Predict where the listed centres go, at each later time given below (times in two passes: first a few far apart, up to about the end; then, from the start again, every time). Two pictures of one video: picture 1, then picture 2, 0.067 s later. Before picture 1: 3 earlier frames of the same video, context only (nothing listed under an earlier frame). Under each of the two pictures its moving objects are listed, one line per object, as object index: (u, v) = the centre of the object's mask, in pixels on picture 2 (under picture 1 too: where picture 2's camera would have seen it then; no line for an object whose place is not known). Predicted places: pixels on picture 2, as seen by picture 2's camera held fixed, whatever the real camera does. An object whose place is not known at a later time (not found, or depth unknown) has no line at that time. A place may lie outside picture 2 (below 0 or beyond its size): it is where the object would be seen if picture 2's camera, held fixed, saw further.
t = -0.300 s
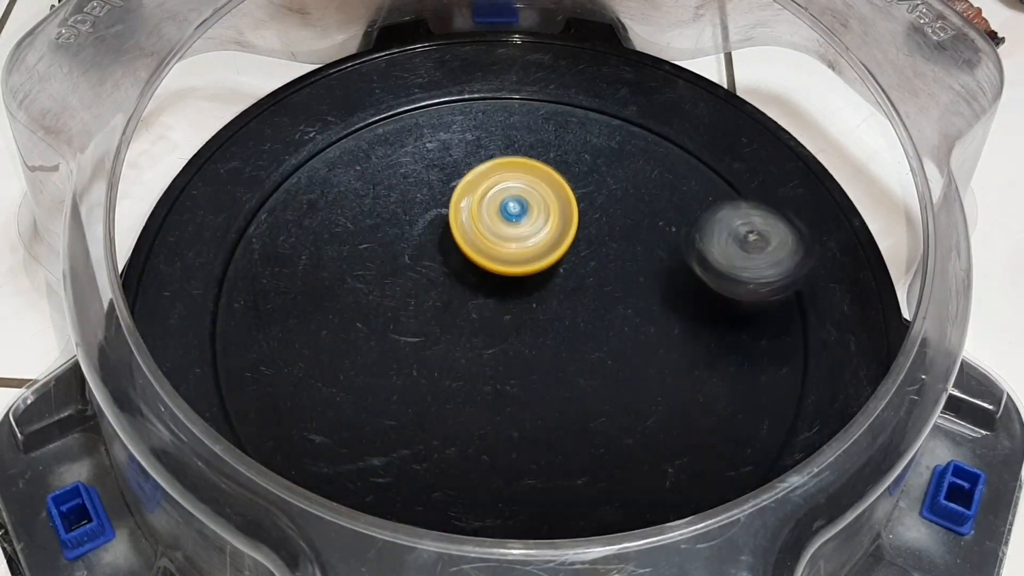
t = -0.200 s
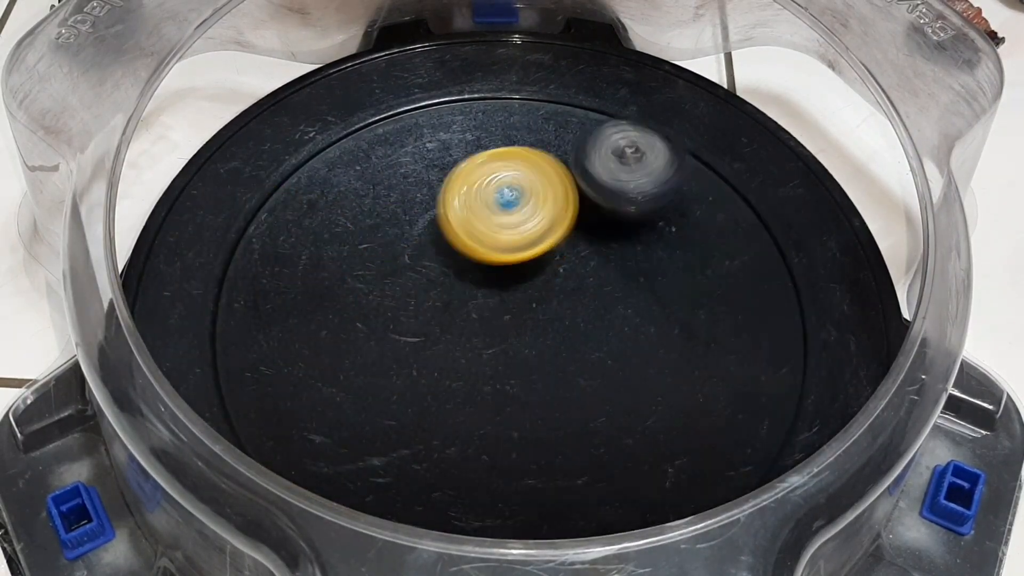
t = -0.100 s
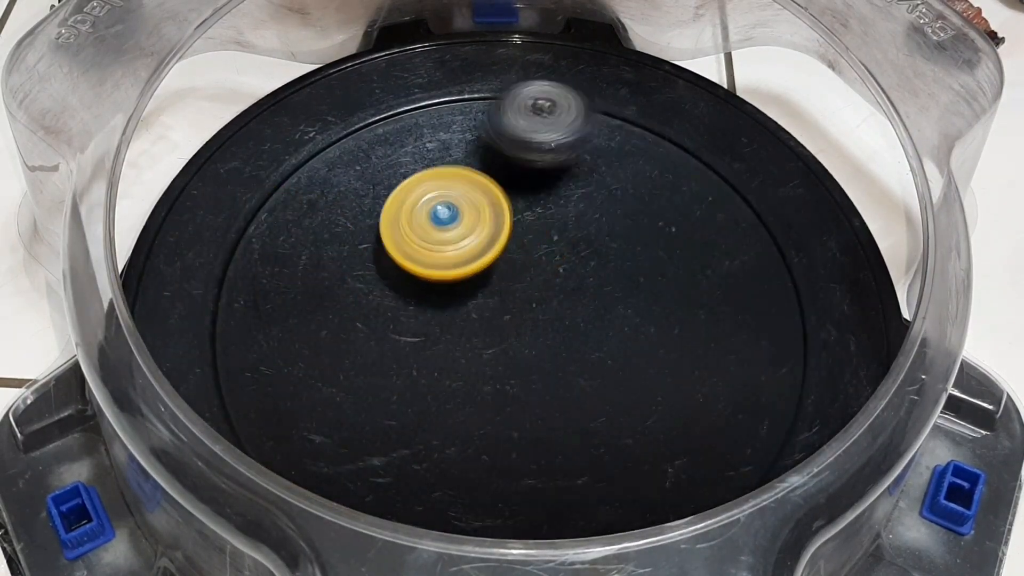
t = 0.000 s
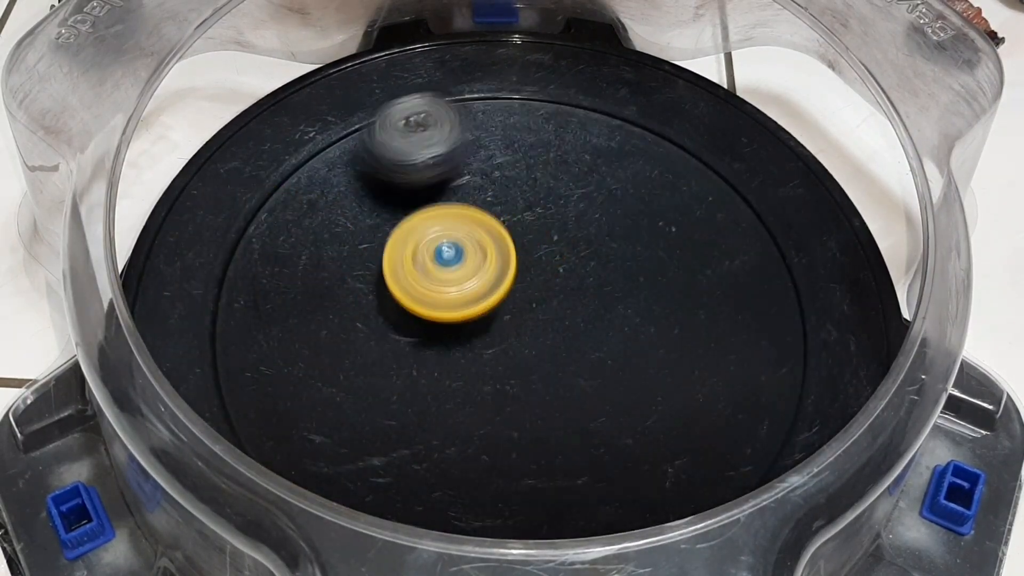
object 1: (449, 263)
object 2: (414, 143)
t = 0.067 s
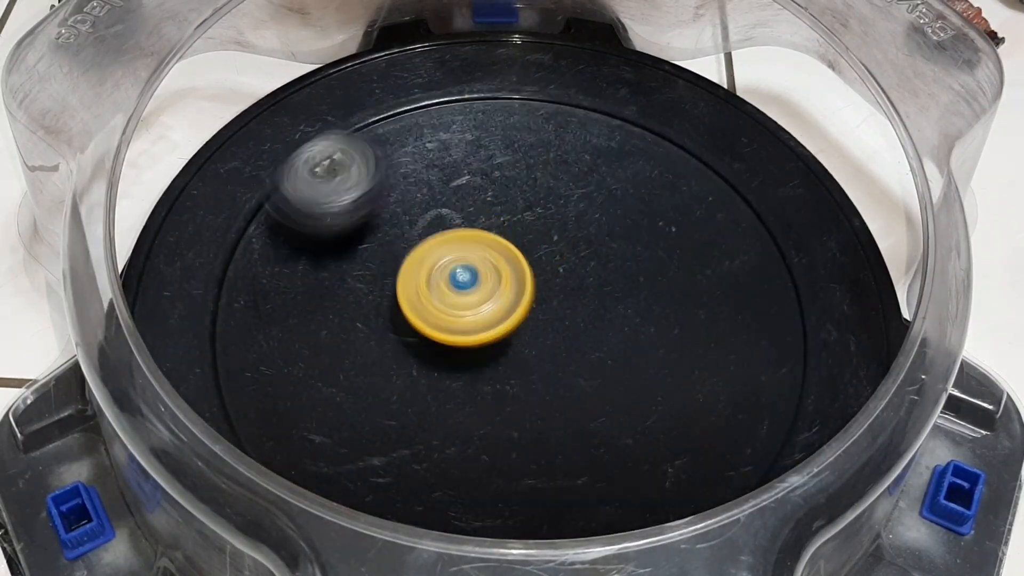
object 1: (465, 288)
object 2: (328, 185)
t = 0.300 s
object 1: (532, 310)
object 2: (335, 465)
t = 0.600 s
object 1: (565, 308)
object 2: (772, 379)
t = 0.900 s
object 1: (544, 325)
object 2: (500, 114)
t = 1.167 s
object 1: (532, 319)
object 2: (214, 297)
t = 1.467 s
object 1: (516, 332)
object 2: (606, 487)
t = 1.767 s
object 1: (488, 326)
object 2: (692, 171)
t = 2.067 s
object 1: (493, 312)
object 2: (326, 132)
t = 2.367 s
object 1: (504, 309)
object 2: (388, 467)
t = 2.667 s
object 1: (512, 295)
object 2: (777, 352)
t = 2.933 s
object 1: (513, 305)
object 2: (631, 109)
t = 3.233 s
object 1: (519, 313)
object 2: (301, 242)
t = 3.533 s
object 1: (519, 315)
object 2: (494, 506)
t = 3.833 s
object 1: (517, 311)
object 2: (768, 333)
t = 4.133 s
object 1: (512, 304)
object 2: (519, 149)
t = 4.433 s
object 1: (512, 303)
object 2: (255, 312)
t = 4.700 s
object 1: (515, 306)
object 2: (489, 493)
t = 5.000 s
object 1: (523, 311)
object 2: (703, 278)
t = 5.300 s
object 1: (529, 313)
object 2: (474, 124)
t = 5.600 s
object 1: (523, 312)
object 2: (307, 328)
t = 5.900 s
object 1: (514, 313)
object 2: (628, 441)
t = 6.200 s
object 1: (509, 311)
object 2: (707, 213)
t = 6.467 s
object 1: (514, 309)
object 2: (458, 163)
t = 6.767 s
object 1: (515, 304)
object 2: (345, 397)
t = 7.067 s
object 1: (515, 308)
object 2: (655, 463)
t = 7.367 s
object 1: (522, 313)
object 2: (645, 221)
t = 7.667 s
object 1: (526, 313)
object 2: (372, 191)
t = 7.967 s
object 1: (522, 311)
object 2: (333, 416)
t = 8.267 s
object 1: (516, 307)
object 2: (649, 395)
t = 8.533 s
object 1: (513, 305)
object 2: (644, 191)
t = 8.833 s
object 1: (513, 306)
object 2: (396, 170)
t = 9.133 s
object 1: (518, 309)
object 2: (396, 407)
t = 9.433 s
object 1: (524, 312)
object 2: (691, 408)
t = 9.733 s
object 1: (523, 312)
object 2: (640, 202)
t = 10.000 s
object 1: (520, 311)
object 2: (403, 212)
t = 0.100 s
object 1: (476, 297)
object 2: (289, 218)
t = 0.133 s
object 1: (487, 304)
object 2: (258, 258)
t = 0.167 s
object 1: (497, 308)
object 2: (235, 301)
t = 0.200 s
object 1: (507, 311)
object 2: (225, 350)
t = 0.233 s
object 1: (516, 312)
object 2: (240, 395)
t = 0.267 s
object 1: (525, 311)
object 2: (287, 432)
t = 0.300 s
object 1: (532, 310)
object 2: (335, 465)
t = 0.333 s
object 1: (540, 308)
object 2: (390, 492)
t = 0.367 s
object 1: (546, 305)
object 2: (452, 510)
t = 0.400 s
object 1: (551, 302)
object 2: (515, 515)
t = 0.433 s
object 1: (555, 300)
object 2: (571, 512)
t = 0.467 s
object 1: (558, 299)
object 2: (630, 500)
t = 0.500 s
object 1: (561, 299)
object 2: (685, 482)
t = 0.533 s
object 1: (563, 301)
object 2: (725, 454)
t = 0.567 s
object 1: (564, 304)
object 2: (757, 420)
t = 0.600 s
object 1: (565, 308)
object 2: (772, 379)
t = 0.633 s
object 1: (564, 312)
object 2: (773, 334)
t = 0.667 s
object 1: (563, 316)
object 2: (763, 289)
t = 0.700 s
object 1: (562, 320)
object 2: (740, 247)
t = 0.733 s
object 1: (560, 323)
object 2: (713, 213)
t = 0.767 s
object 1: (557, 325)
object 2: (679, 183)
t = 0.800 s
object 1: (554, 326)
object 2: (635, 155)
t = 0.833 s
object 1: (551, 327)
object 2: (593, 136)
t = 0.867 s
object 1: (547, 327)
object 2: (548, 121)
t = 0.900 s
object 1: (544, 325)
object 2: (500, 114)
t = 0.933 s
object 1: (541, 324)
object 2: (454, 112)
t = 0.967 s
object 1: (539, 322)
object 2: (405, 115)
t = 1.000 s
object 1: (537, 321)
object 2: (356, 124)
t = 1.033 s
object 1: (535, 320)
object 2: (310, 139)
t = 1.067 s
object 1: (534, 320)
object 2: (271, 166)
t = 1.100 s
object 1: (533, 319)
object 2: (249, 206)
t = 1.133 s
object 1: (533, 319)
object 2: (231, 251)
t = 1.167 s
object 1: (532, 319)
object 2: (214, 297)
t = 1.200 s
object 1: (531, 320)
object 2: (222, 349)
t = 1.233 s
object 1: (529, 322)
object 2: (248, 390)
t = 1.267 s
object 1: (528, 323)
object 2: (285, 430)
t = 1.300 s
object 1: (527, 325)
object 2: (327, 462)
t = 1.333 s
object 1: (525, 326)
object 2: (381, 484)
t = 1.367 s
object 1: (524, 328)
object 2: (435, 510)
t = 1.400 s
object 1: (521, 329)
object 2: (497, 503)
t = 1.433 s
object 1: (519, 330)
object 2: (553, 498)
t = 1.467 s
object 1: (516, 332)
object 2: (606, 487)
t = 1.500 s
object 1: (513, 333)
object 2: (653, 467)
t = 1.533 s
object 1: (510, 334)
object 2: (691, 438)
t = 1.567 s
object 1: (506, 334)
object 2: (719, 401)
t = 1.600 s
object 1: (503, 333)
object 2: (737, 362)
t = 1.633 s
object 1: (500, 333)
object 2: (745, 321)
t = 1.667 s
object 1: (496, 331)
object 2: (741, 279)
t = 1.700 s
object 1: (493, 329)
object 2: (731, 239)
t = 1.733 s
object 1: (491, 328)
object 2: (713, 201)
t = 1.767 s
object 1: (488, 326)
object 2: (692, 171)
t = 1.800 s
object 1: (486, 323)
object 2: (660, 141)
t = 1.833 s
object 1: (485, 321)
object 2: (625, 118)
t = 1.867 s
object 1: (485, 318)
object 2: (589, 97)
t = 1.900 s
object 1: (486, 316)
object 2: (547, 84)
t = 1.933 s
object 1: (487, 315)
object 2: (503, 75)
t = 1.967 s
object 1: (488, 313)
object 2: (458, 83)
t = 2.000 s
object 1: (490, 312)
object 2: (411, 95)
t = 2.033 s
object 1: (492, 313)
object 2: (368, 110)
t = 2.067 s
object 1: (493, 312)
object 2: (326, 132)
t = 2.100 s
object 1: (495, 312)
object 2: (295, 162)
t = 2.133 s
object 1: (497, 313)
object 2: (268, 197)
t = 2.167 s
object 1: (497, 313)
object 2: (252, 237)
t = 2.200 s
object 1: (498, 313)
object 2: (245, 280)
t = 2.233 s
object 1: (500, 313)
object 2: (249, 327)
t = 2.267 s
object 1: (500, 312)
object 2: (268, 374)
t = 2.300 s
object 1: (502, 311)
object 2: (298, 413)
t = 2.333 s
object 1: (503, 310)
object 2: (340, 443)
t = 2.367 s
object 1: (504, 309)
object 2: (388, 467)
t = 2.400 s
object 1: (504, 308)
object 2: (442, 483)
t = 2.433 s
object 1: (506, 305)
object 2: (496, 490)
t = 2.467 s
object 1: (507, 304)
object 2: (550, 491)
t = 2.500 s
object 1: (507, 302)
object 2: (602, 484)
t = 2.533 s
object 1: (508, 300)
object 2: (651, 470)
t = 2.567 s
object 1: (510, 298)
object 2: (695, 450)
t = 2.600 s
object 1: (511, 297)
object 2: (732, 423)
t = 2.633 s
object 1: (511, 295)
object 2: (760, 389)
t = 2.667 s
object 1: (512, 295)
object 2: (777, 352)
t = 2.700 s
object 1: (513, 295)
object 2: (789, 313)
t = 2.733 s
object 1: (513, 296)
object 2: (789, 274)
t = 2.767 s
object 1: (513, 297)
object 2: (781, 237)
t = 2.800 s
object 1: (513, 298)
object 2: (762, 203)
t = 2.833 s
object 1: (513, 301)
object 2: (737, 172)
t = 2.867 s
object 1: (513, 302)
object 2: (706, 146)
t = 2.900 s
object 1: (512, 304)
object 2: (670, 125)
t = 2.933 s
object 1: (513, 305)
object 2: (631, 109)
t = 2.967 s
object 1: (514, 307)
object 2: (591, 101)
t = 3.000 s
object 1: (514, 309)
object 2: (545, 97)
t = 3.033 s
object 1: (515, 309)
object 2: (502, 103)
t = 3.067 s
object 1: (516, 310)
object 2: (460, 115)
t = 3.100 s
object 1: (518, 311)
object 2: (420, 130)
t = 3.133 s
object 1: (519, 312)
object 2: (382, 151)
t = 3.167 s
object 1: (519, 312)
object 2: (350, 178)
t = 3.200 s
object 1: (519, 313)
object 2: (323, 206)
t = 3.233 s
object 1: (519, 313)
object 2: (301, 242)
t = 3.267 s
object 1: (519, 314)
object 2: (286, 280)
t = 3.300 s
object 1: (519, 314)
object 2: (280, 322)
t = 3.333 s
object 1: (519, 314)
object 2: (284, 364)
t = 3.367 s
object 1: (519, 314)
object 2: (296, 404)
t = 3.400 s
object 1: (520, 315)
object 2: (322, 435)
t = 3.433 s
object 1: (520, 316)
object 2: (357, 461)
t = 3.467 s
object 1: (520, 316)
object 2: (399, 483)
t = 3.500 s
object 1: (519, 316)
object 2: (445, 497)
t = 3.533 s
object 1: (519, 315)
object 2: (494, 506)
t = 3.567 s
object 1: (519, 315)
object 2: (544, 508)
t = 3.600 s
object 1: (519, 315)
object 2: (593, 505)
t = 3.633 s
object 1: (519, 314)
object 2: (638, 495)
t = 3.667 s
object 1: (518, 314)
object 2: (678, 480)
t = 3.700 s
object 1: (518, 313)
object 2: (715, 459)
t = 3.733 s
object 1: (518, 312)
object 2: (741, 434)
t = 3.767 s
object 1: (519, 311)
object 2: (765, 404)
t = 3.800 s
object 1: (518, 311)
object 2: (771, 367)
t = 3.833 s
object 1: (517, 311)
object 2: (768, 333)
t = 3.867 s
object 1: (516, 310)
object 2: (760, 299)
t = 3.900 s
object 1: (515, 310)
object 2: (744, 267)
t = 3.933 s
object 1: (515, 309)
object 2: (719, 238)
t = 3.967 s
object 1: (514, 308)
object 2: (692, 214)
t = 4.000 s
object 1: (514, 307)
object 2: (659, 193)
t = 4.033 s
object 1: (514, 306)
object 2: (628, 176)
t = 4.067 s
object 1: (514, 306)
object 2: (591, 163)
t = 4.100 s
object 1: (513, 305)
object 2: (553, 154)
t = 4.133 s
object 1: (512, 304)
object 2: (519, 149)
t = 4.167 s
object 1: (512, 304)
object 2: (483, 148)
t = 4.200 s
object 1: (512, 303)
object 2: (444, 154)
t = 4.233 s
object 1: (512, 302)
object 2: (408, 163)
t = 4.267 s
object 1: (513, 302)
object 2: (370, 178)
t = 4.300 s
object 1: (513, 303)
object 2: (336, 197)
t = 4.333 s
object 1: (513, 303)
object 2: (307, 221)
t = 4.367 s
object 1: (513, 303)
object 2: (282, 246)
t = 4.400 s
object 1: (512, 303)
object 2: (266, 277)
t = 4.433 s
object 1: (512, 303)
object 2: (255, 312)
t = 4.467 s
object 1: (512, 303)
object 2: (253, 348)
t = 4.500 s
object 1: (512, 303)
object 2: (262, 385)
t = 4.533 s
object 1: (513, 303)
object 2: (283, 413)
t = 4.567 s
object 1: (513, 303)
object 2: (311, 439)
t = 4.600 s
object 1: (514, 304)
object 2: (350, 461)
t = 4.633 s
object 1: (514, 305)
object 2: (393, 478)
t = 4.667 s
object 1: (515, 306)
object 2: (440, 490)
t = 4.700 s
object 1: (515, 306)
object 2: (489, 493)
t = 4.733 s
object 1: (516, 307)
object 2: (536, 492)
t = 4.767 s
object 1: (516, 308)
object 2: (581, 482)
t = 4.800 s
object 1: (517, 308)
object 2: (621, 464)
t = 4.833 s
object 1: (518, 309)
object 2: (652, 439)
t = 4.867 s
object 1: (519, 309)
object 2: (678, 409)
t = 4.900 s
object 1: (520, 310)
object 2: (696, 377)
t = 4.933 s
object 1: (521, 310)
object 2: (705, 343)
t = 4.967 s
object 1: (522, 310)
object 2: (709, 312)
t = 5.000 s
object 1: (523, 311)
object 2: (703, 278)
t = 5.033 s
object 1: (525, 311)
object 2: (693, 248)
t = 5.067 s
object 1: (526, 311)
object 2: (675, 220)
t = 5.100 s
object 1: (527, 312)
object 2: (659, 197)
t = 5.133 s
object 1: (528, 312)
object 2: (636, 176)
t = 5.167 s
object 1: (529, 313)
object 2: (605, 158)
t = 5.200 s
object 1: (530, 313)
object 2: (572, 140)
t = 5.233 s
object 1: (530, 313)
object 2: (541, 130)
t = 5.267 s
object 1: (530, 313)
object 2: (508, 125)
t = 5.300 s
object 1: (529, 313)
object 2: (474, 124)
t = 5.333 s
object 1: (529, 312)
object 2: (442, 128)
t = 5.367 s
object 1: (528, 312)
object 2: (405, 139)
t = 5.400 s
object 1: (528, 312)
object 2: (375, 155)
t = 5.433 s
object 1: (527, 312)
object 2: (347, 175)
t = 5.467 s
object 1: (526, 312)
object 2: (327, 199)
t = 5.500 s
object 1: (525, 312)
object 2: (311, 225)
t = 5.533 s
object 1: (525, 312)
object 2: (301, 258)
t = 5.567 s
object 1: (524, 312)
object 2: (301, 292)
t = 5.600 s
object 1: (523, 312)
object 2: (307, 328)
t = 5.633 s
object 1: (522, 312)
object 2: (323, 361)
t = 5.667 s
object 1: (521, 312)
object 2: (347, 390)
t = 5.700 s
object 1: (520, 312)
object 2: (378, 417)
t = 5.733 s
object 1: (519, 312)
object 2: (416, 435)
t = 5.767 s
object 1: (518, 312)
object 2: (458, 452)
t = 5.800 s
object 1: (517, 312)
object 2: (502, 457)
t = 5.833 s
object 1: (516, 312)
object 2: (546, 458)
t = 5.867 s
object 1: (514, 312)
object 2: (586, 454)
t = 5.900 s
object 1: (514, 313)
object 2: (628, 441)
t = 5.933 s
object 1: (513, 313)
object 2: (662, 424)
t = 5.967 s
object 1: (512, 313)
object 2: (689, 403)
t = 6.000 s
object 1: (511, 312)
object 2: (713, 377)
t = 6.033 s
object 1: (510, 312)
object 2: (731, 350)
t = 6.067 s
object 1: (510, 312)
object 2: (737, 321)
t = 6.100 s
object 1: (509, 311)
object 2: (740, 290)
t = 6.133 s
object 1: (509, 311)
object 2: (736, 264)
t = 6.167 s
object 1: (509, 311)
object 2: (722, 236)
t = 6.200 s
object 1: (509, 311)
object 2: (707, 213)
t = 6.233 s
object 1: (509, 311)
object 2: (684, 191)
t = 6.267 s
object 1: (509, 311)
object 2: (658, 174)
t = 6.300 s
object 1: (510, 311)
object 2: (627, 160)
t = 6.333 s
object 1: (510, 310)
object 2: (593, 152)
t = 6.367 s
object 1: (511, 310)
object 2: (558, 147)
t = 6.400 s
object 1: (512, 310)
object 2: (525, 146)
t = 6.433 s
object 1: (513, 310)
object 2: (490, 152)
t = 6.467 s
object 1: (514, 309)
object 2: (458, 163)
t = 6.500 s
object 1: (515, 308)
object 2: (428, 178)
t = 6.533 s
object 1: (516, 307)
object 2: (398, 198)
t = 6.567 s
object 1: (516, 306)
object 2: (376, 219)
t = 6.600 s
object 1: (516, 304)
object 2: (355, 245)
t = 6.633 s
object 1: (515, 304)
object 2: (340, 274)
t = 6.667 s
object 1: (515, 304)
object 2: (332, 305)
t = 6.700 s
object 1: (515, 304)
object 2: (328, 335)
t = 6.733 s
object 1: (515, 304)
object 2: (335, 366)
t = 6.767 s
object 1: (515, 304)
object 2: (345, 397)
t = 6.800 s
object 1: (515, 304)
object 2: (363, 424)
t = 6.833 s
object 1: (515, 304)
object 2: (390, 452)
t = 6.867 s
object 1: (516, 305)
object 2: (422, 469)
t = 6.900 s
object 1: (516, 305)
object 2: (460, 481)
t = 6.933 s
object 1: (516, 304)
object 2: (501, 489)
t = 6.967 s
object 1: (515, 304)
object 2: (541, 492)
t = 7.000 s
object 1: (515, 305)
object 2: (580, 487)
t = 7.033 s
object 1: (515, 307)
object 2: (623, 478)
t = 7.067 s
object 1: (515, 308)
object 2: (655, 463)
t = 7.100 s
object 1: (516, 308)
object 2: (683, 441)
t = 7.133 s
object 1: (517, 309)
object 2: (701, 415)
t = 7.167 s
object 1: (519, 309)
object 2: (716, 384)
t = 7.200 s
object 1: (519, 309)
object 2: (720, 352)
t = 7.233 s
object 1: (520, 309)
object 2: (718, 322)
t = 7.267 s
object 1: (520, 310)
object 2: (709, 293)
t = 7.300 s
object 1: (520, 311)
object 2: (693, 267)
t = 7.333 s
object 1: (521, 312)
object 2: (671, 242)
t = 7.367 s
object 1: (522, 313)
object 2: (645, 221)
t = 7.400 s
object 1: (523, 314)
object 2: (621, 204)
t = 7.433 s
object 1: (524, 314)
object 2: (591, 188)
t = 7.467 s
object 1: (524, 313)
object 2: (562, 177)
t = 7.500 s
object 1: (523, 313)
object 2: (527, 170)
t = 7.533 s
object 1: (524, 314)
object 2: (496, 167)
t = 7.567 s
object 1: (524, 314)
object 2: (465, 166)
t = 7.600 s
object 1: (525, 314)
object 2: (434, 171)
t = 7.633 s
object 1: (526, 314)
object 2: (402, 179)
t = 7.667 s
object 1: (526, 313)
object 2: (372, 191)
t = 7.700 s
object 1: (525, 313)
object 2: (345, 205)
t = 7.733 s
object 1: (524, 313)
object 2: (322, 225)
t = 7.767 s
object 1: (525, 313)
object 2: (305, 248)
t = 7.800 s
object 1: (525, 313)
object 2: (293, 271)
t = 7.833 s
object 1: (525, 312)
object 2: (285, 300)
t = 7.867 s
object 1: (524, 311)
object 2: (284, 330)
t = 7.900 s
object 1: (523, 310)
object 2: (292, 361)
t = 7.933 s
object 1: (523, 311)
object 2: (309, 391)
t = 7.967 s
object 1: (522, 311)
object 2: (333, 416)
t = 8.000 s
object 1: (523, 310)
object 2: (365, 438)
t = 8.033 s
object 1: (522, 309)
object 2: (401, 455)
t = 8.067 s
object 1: (520, 308)
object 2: (442, 463)
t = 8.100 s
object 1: (519, 309)
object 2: (482, 466)
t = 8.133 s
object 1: (519, 309)
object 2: (522, 461)
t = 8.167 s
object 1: (519, 308)
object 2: (559, 451)
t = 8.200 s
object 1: (519, 307)
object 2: (593, 436)
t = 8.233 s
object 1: (517, 307)
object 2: (624, 416)
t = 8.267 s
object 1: (516, 307)
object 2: (649, 395)
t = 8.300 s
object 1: (516, 307)
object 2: (668, 367)
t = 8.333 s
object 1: (516, 307)
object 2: (680, 341)
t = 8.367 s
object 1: (516, 306)
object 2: (687, 313)
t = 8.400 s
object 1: (514, 305)
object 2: (687, 286)
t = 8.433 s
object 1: (513, 306)
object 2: (682, 259)
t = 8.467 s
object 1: (513, 306)
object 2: (674, 235)
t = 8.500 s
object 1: (514, 306)
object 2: (660, 212)
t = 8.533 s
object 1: (513, 305)
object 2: (644, 191)
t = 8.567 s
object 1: (512, 305)
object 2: (623, 171)
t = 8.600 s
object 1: (512, 306)
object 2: (598, 157)
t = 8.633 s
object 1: (513, 306)
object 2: (571, 146)
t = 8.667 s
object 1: (514, 305)
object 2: (542, 138)
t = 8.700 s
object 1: (513, 305)
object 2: (512, 135)
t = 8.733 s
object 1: (513, 306)
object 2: (483, 137)
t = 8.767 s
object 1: (513, 307)
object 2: (450, 143)
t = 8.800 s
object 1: (514, 306)
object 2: (423, 154)
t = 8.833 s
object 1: (513, 306)
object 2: (396, 170)
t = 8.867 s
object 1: (513, 307)
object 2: (374, 190)
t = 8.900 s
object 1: (514, 308)
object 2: (356, 214)
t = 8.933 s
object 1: (515, 307)
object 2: (343, 240)
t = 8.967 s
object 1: (515, 307)
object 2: (336, 269)
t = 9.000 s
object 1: (515, 308)
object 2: (335, 298)
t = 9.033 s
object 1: (517, 308)
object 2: (341, 329)
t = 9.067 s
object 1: (518, 308)
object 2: (352, 358)
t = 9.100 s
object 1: (518, 308)
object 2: (370, 386)
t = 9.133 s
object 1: (518, 309)
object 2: (396, 407)
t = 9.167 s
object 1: (519, 310)
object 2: (424, 428)
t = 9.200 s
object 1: (521, 309)
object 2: (458, 443)
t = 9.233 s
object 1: (520, 309)
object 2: (492, 453)
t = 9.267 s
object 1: (521, 311)
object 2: (529, 458)
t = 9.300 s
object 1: (522, 311)
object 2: (566, 459)
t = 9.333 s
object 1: (523, 310)
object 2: (602, 454)
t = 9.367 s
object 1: (522, 311)
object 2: (636, 443)
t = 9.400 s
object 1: (523, 312)
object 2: (666, 428)
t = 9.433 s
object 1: (524, 312)
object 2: (691, 408)
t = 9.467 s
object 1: (524, 311)
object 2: (709, 387)
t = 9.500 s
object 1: (524, 312)
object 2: (723, 358)
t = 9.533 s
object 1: (525, 313)
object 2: (728, 333)
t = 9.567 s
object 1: (525, 312)
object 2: (727, 306)
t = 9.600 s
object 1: (524, 312)
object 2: (719, 280)
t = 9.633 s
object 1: (524, 313)
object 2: (707, 258)
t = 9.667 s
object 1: (525, 312)
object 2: (688, 235)
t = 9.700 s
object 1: (523, 311)
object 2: (665, 217)
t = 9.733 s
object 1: (523, 312)
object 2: (640, 202)
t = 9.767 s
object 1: (523, 312)
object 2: (611, 191)
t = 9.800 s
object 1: (523, 311)
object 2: (582, 182)
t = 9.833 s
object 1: (521, 312)
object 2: (549, 178)
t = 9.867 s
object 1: (522, 312)
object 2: (518, 177)
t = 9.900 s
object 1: (521, 311)
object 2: (488, 180)
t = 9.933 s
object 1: (519, 311)
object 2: (456, 188)
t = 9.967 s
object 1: (519, 312)
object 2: (429, 198)
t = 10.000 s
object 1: (520, 311)
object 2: (403, 212)
